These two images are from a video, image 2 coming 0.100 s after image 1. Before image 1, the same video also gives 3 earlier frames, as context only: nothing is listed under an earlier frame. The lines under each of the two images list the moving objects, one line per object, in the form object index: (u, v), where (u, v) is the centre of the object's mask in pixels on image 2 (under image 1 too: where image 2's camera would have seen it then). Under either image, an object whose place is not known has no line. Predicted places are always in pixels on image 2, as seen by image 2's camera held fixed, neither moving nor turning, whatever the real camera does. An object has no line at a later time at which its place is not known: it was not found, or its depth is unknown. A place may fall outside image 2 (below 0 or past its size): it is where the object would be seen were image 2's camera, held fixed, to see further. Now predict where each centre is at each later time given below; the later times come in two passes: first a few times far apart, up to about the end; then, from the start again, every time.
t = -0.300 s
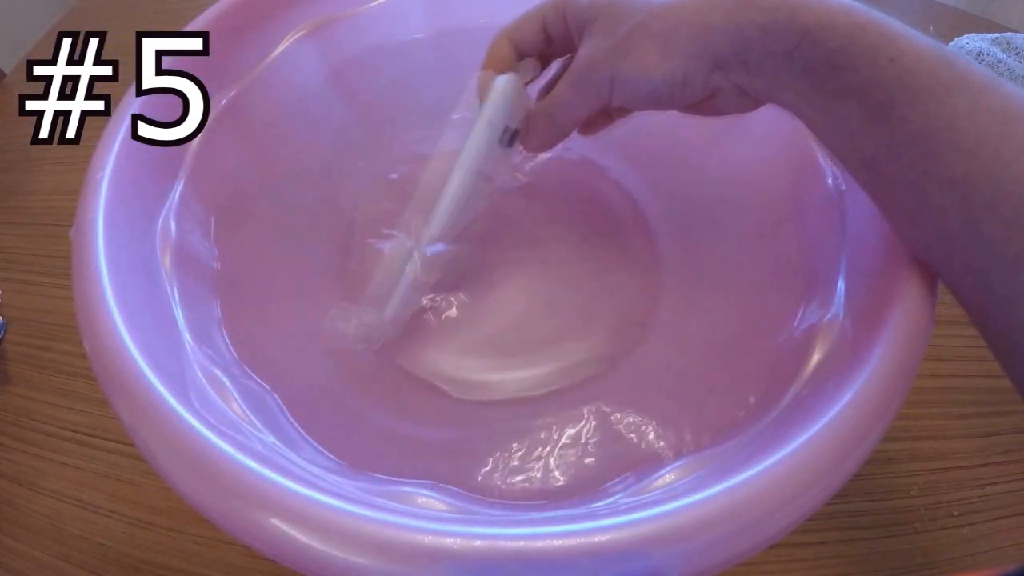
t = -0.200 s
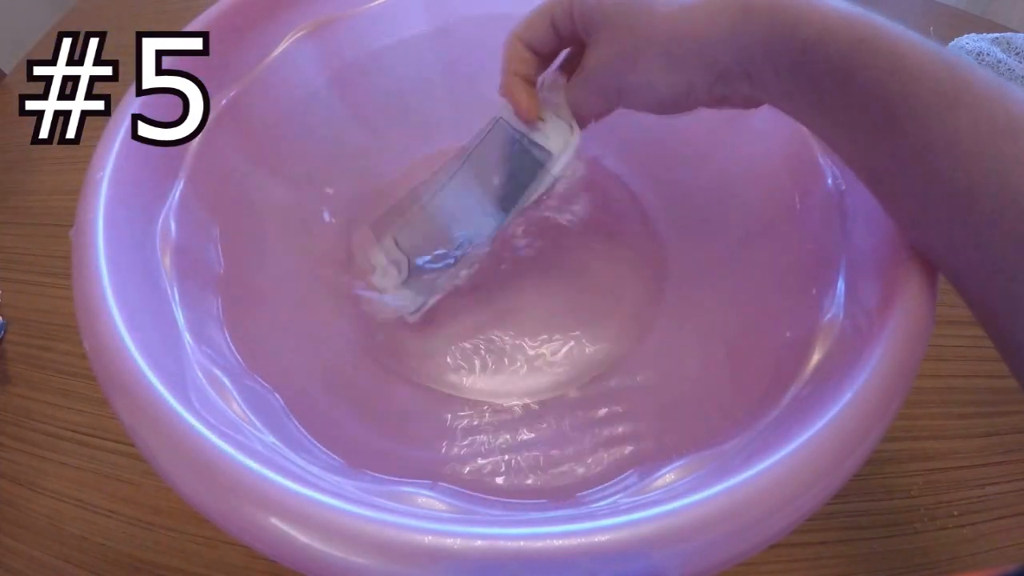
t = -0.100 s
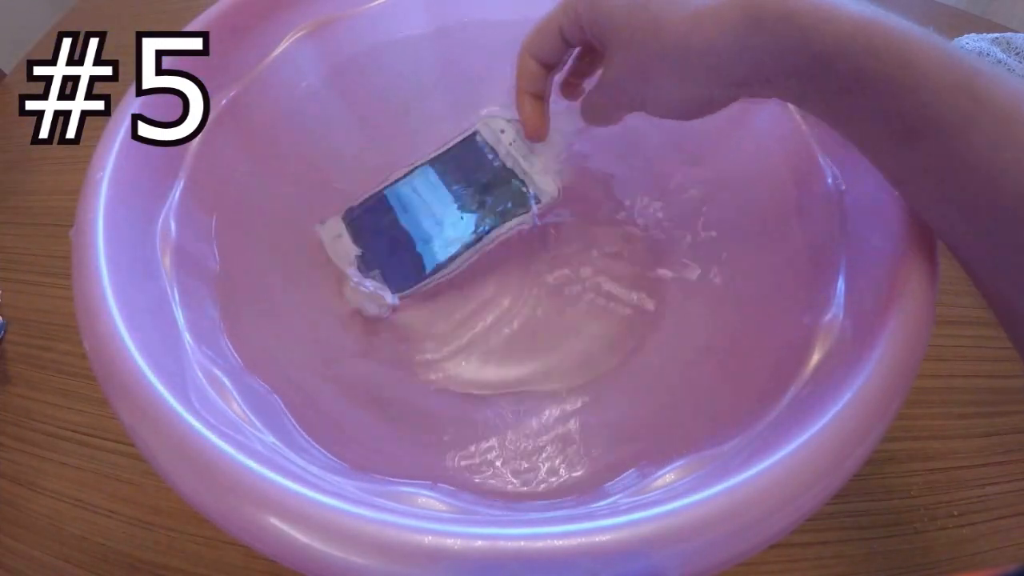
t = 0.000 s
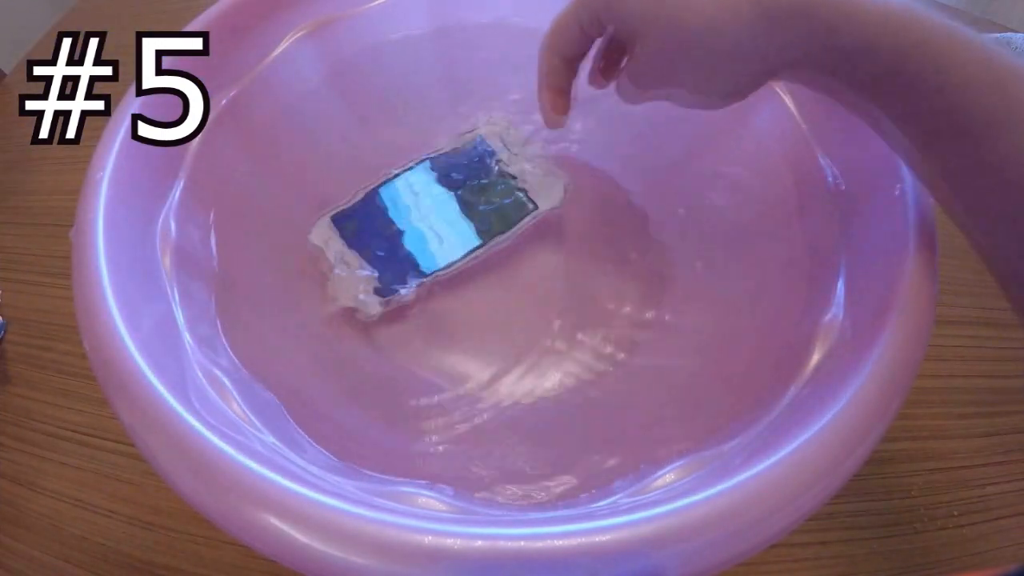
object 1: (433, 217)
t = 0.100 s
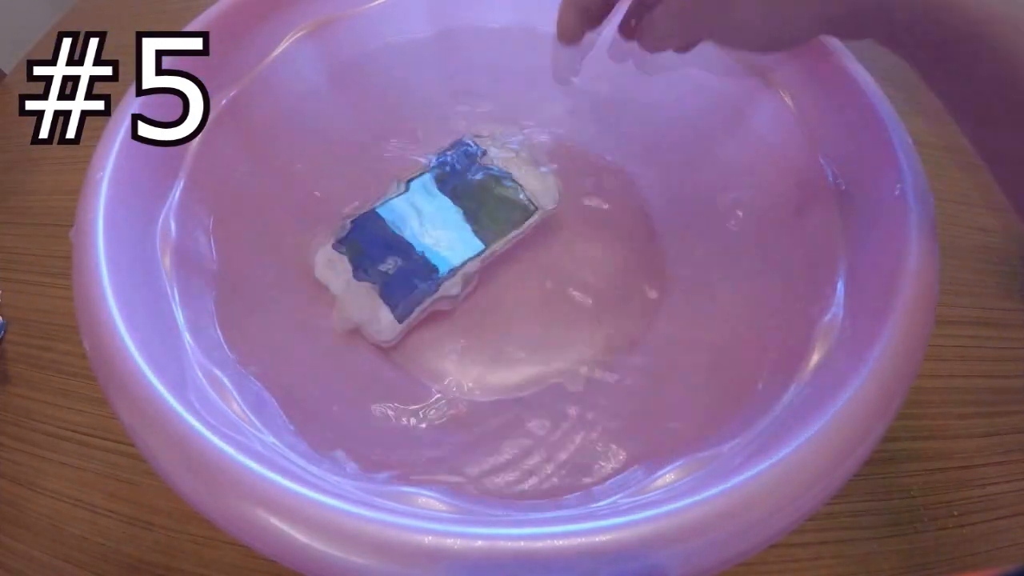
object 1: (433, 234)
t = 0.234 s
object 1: (452, 250)
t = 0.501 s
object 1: (485, 275)
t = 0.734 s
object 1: (483, 277)
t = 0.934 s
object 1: (489, 271)
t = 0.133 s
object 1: (435, 237)
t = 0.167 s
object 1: (438, 243)
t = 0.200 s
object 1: (444, 246)
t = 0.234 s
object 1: (452, 250)
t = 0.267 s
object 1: (457, 259)
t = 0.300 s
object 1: (464, 263)
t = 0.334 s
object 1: (471, 264)
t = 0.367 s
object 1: (474, 267)
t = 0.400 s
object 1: (480, 267)
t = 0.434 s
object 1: (485, 270)
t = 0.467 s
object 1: (486, 274)
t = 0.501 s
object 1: (485, 275)
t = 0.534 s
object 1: (486, 275)
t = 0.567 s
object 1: (488, 273)
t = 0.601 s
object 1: (489, 272)
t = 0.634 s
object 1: (491, 269)
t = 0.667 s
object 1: (488, 271)
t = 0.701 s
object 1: (486, 274)
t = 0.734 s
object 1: (483, 277)
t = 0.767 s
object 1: (482, 278)
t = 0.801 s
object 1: (486, 274)
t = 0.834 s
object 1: (488, 274)
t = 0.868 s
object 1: (492, 270)
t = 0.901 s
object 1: (490, 269)
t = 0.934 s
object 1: (489, 271)
